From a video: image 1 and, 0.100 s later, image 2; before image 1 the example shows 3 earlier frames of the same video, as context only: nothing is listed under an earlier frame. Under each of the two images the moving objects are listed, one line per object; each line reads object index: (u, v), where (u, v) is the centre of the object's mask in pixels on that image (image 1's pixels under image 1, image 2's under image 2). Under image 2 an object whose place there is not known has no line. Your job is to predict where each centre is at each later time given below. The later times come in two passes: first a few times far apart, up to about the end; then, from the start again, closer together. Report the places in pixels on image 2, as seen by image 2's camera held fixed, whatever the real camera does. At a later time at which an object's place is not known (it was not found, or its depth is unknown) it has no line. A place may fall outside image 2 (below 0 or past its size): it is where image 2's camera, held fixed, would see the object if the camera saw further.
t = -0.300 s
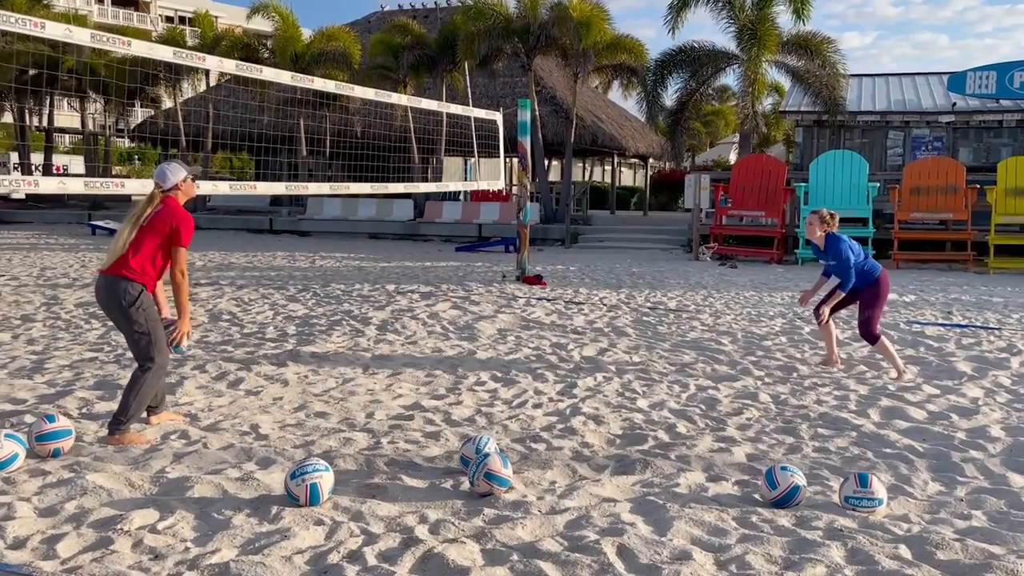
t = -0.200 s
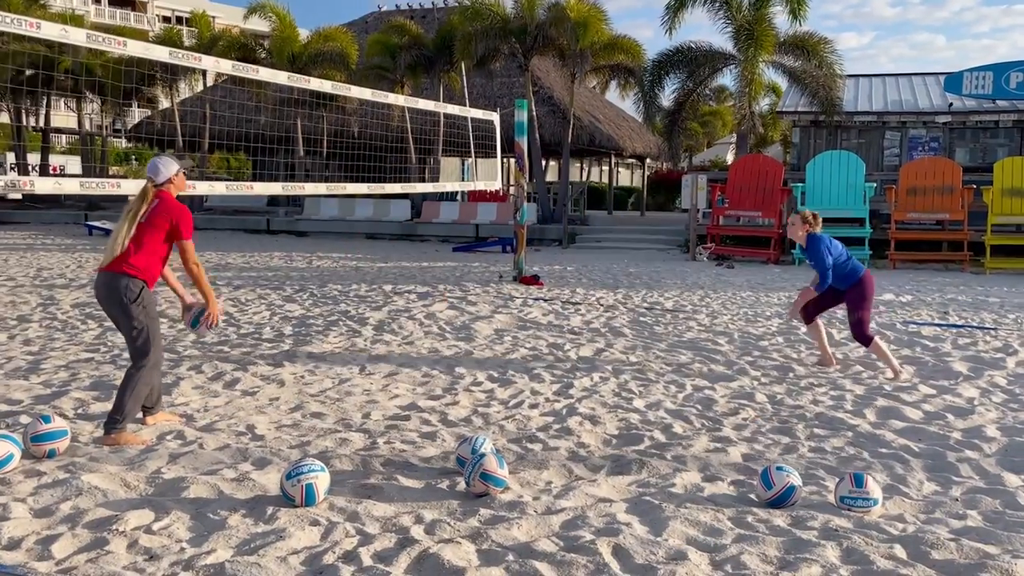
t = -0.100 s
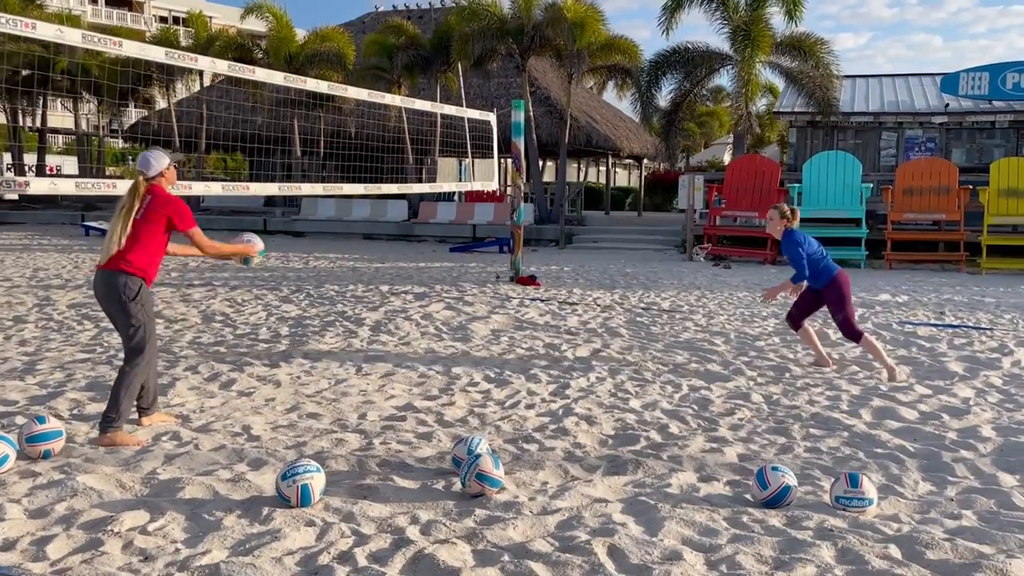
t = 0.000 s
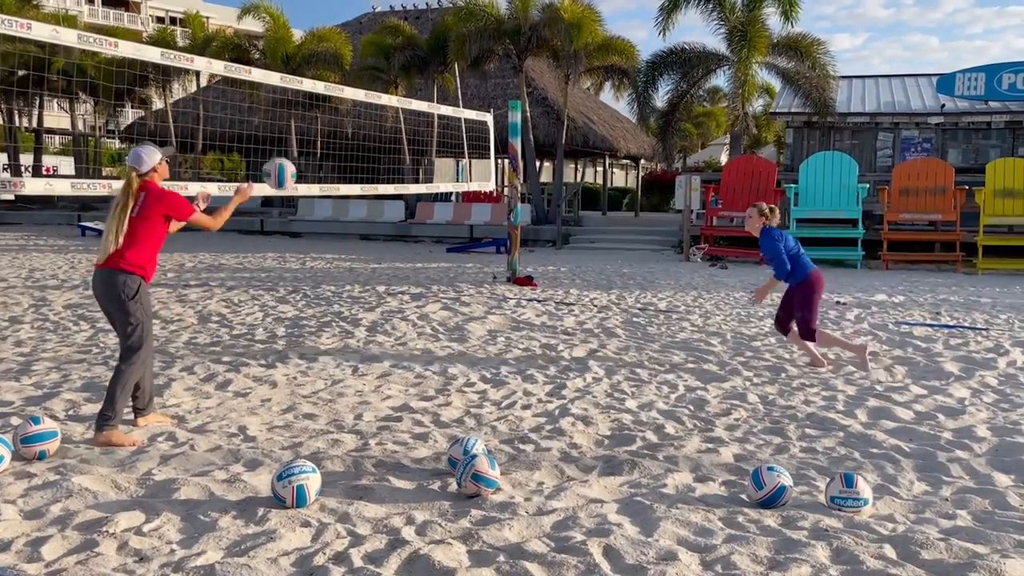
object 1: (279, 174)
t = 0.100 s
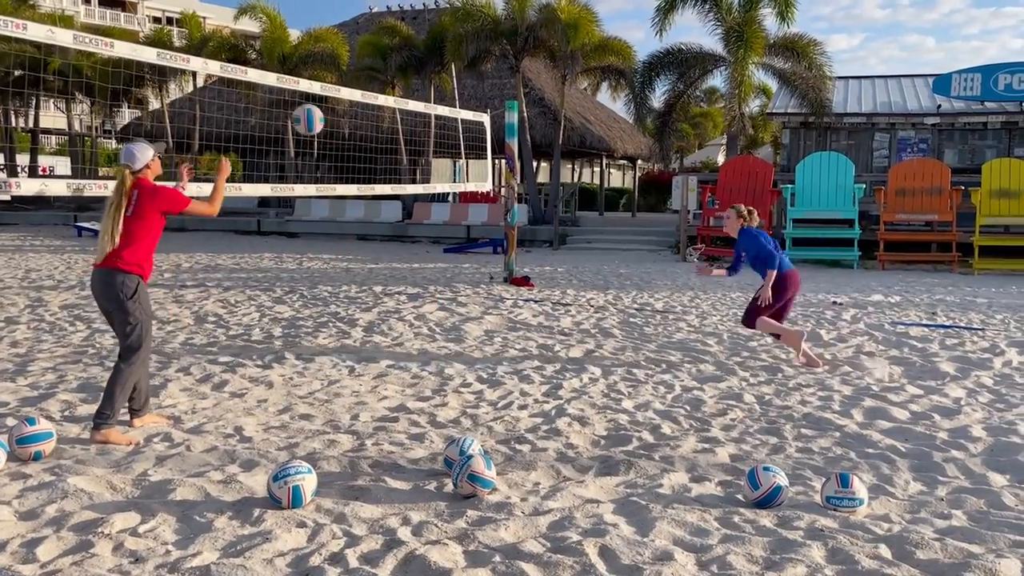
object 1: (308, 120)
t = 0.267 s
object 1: (354, 72)
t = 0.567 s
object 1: (419, 86)
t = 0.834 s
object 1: (460, 173)
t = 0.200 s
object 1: (337, 85)
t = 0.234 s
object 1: (345, 77)
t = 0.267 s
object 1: (354, 72)
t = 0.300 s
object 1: (362, 67)
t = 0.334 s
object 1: (370, 65)
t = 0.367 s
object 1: (378, 64)
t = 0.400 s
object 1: (386, 64)
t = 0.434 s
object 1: (393, 66)
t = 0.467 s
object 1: (400, 69)
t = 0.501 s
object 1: (407, 74)
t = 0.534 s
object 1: (413, 79)
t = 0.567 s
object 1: (419, 86)
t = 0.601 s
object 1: (425, 93)
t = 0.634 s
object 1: (431, 102)
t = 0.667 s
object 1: (437, 111)
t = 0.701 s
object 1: (442, 122)
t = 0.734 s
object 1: (447, 134)
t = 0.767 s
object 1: (452, 146)
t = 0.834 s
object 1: (460, 173)
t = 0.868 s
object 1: (465, 187)
